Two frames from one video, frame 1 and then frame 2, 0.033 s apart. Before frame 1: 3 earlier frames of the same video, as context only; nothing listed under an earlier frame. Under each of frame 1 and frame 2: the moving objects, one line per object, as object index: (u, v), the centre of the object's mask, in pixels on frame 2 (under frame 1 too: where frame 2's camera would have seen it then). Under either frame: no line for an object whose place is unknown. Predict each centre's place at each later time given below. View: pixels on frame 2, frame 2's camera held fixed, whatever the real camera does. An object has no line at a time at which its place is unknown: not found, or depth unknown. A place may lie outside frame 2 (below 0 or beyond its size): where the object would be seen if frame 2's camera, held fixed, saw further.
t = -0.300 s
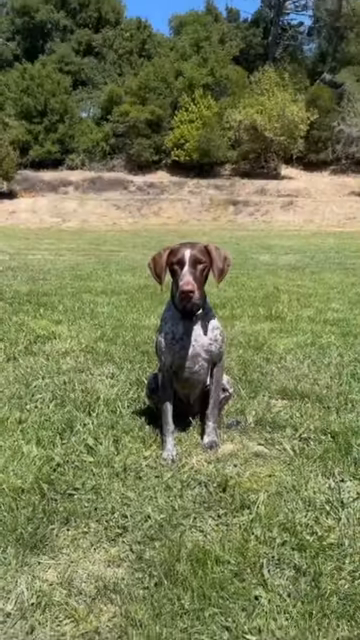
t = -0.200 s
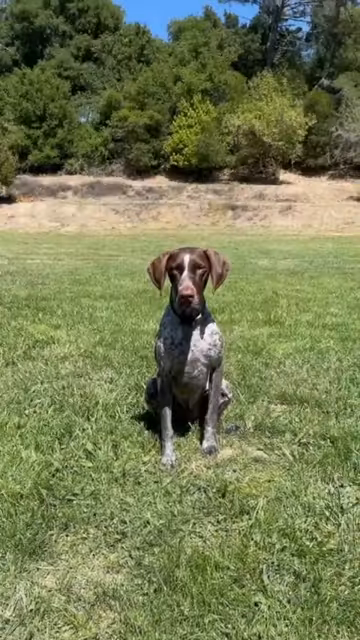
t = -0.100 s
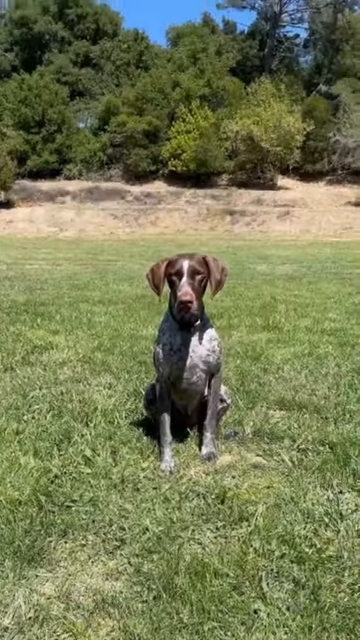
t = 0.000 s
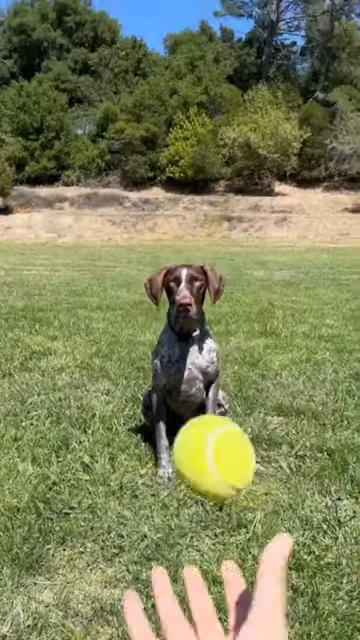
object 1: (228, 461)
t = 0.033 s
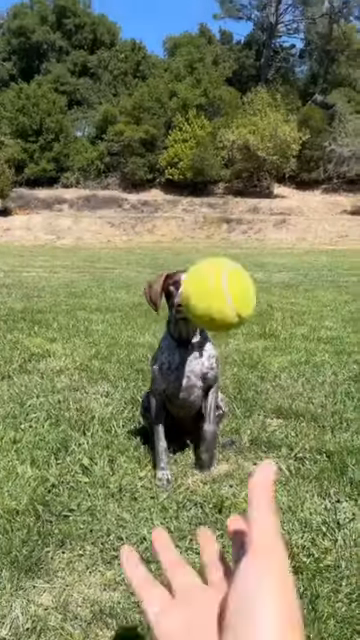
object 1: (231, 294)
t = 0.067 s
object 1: (236, 166)
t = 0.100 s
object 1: (244, 64)
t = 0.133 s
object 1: (229, 6)
